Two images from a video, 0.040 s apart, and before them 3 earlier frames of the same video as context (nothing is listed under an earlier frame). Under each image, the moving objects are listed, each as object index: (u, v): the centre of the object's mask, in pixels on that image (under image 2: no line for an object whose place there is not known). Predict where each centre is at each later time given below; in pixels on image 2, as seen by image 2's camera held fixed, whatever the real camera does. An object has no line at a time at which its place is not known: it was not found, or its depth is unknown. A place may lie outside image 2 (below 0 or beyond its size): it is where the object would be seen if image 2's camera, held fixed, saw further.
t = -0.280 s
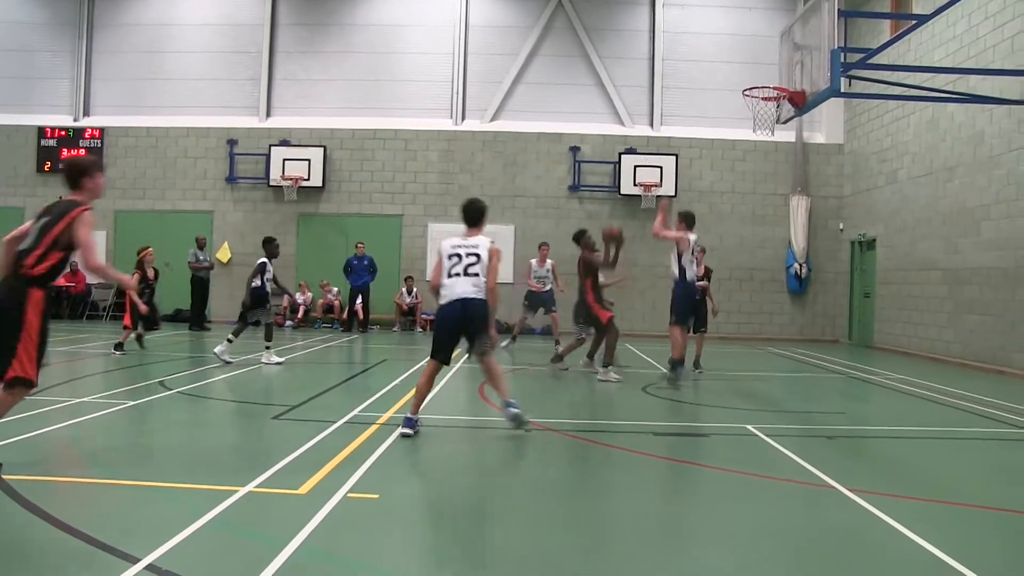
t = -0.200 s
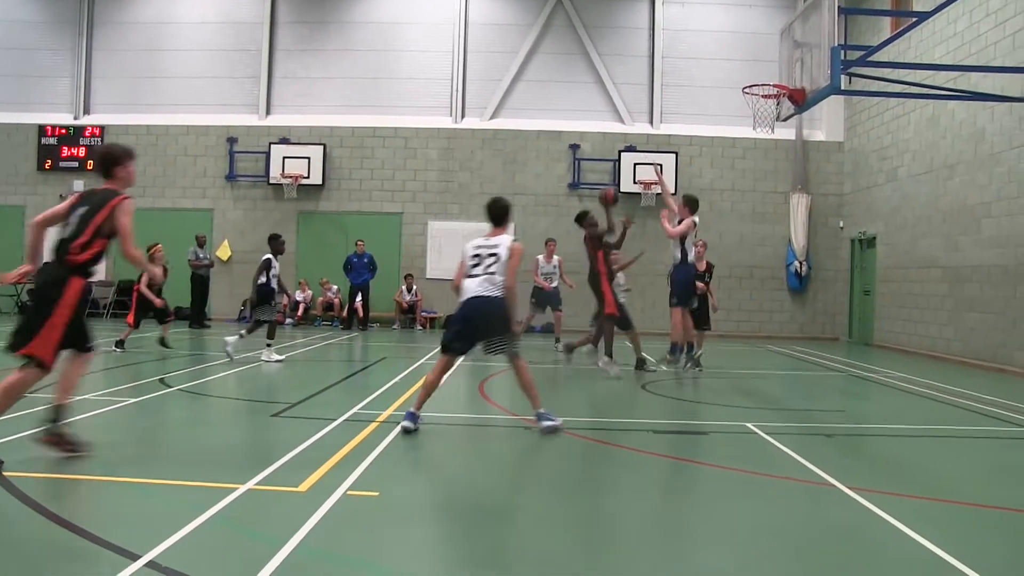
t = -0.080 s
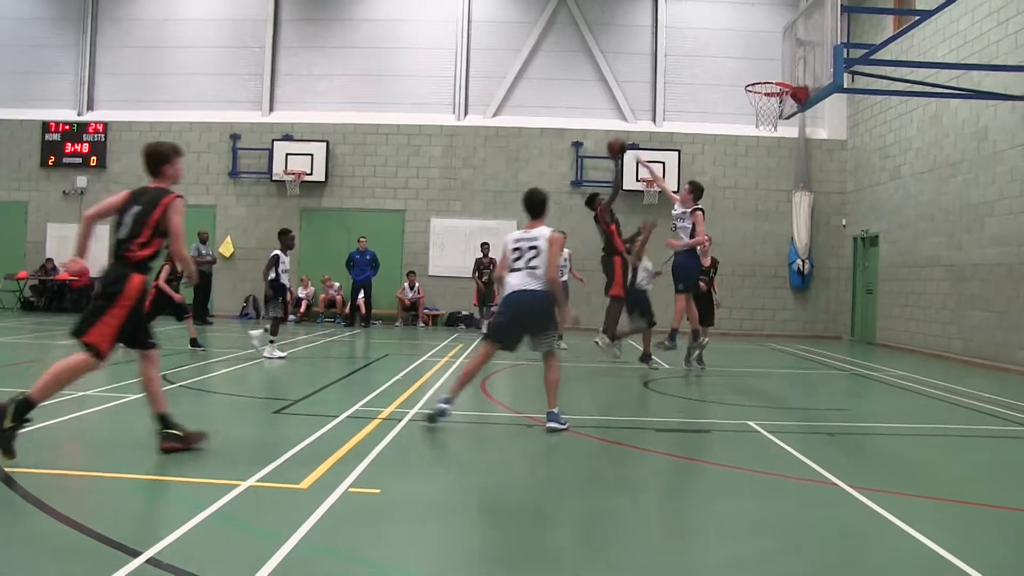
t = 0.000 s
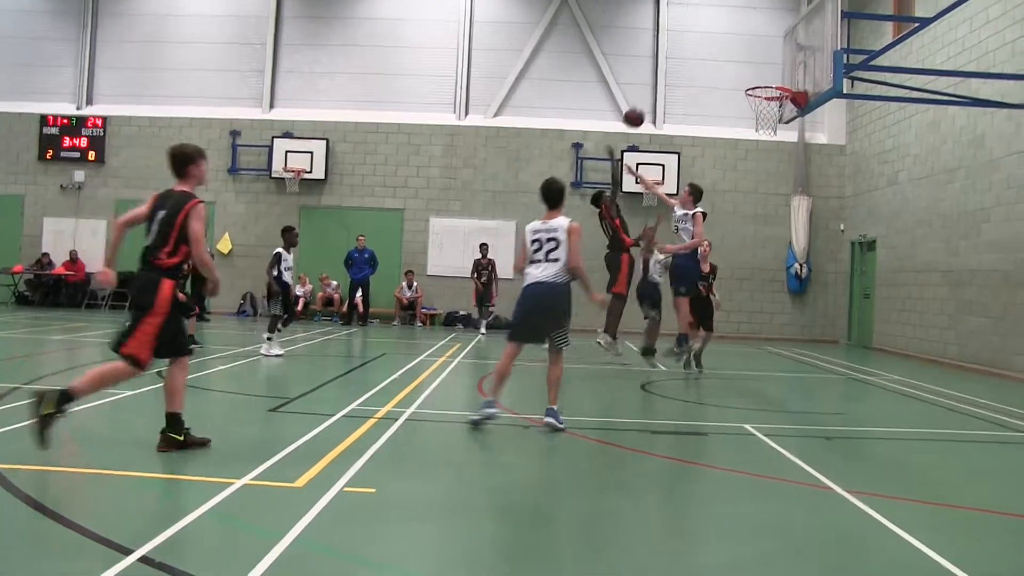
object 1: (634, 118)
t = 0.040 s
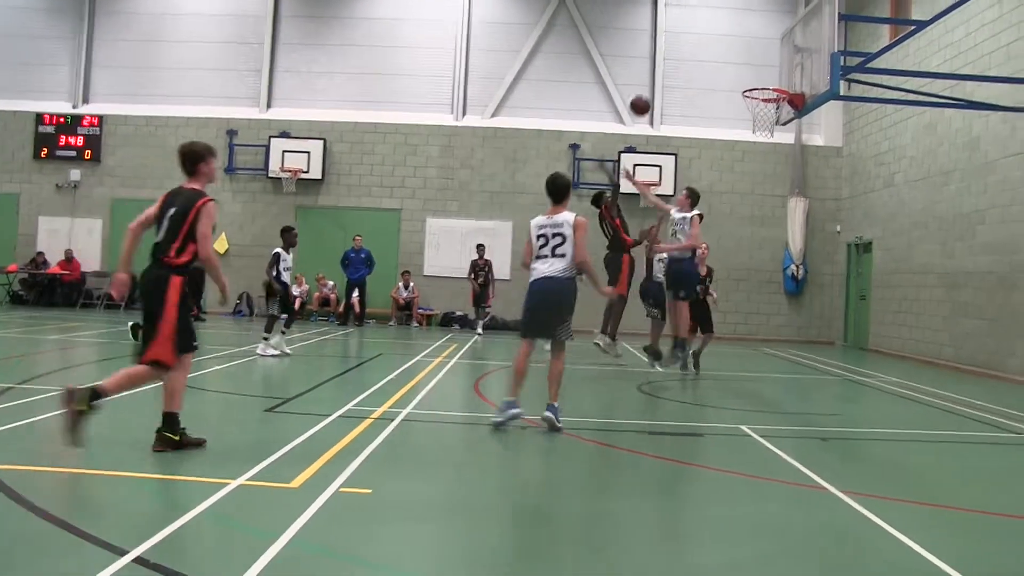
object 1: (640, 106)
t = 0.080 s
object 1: (649, 94)
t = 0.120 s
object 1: (657, 83)
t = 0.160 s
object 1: (666, 74)
